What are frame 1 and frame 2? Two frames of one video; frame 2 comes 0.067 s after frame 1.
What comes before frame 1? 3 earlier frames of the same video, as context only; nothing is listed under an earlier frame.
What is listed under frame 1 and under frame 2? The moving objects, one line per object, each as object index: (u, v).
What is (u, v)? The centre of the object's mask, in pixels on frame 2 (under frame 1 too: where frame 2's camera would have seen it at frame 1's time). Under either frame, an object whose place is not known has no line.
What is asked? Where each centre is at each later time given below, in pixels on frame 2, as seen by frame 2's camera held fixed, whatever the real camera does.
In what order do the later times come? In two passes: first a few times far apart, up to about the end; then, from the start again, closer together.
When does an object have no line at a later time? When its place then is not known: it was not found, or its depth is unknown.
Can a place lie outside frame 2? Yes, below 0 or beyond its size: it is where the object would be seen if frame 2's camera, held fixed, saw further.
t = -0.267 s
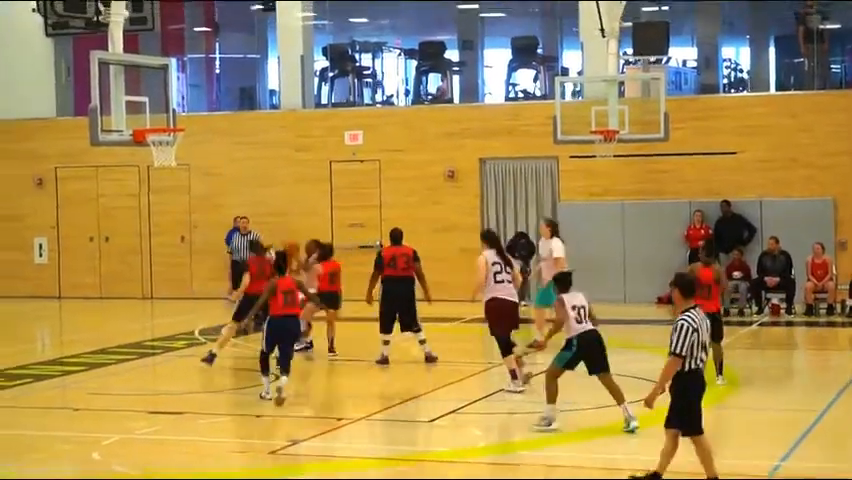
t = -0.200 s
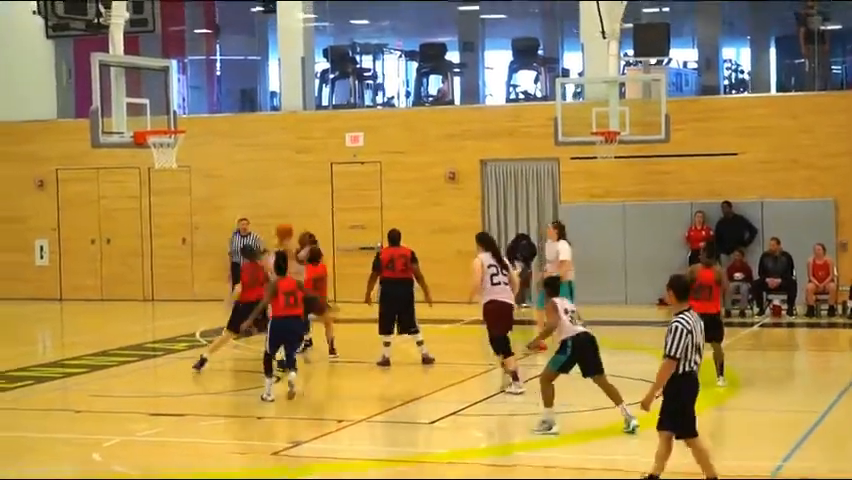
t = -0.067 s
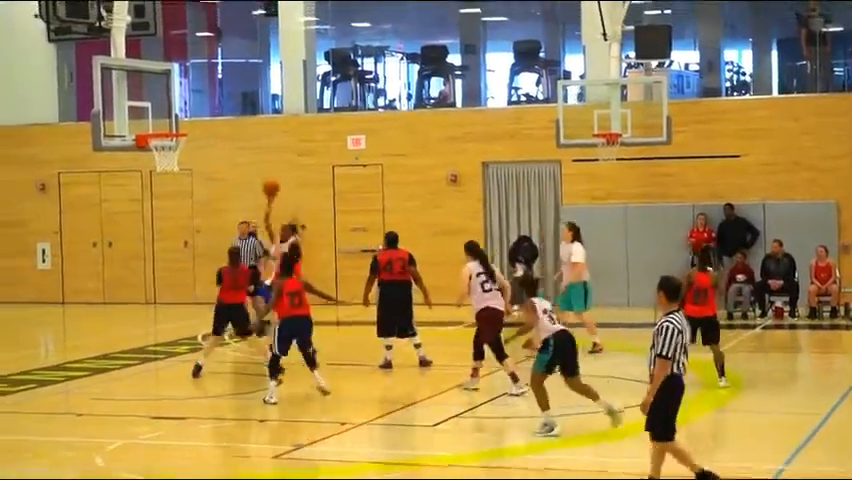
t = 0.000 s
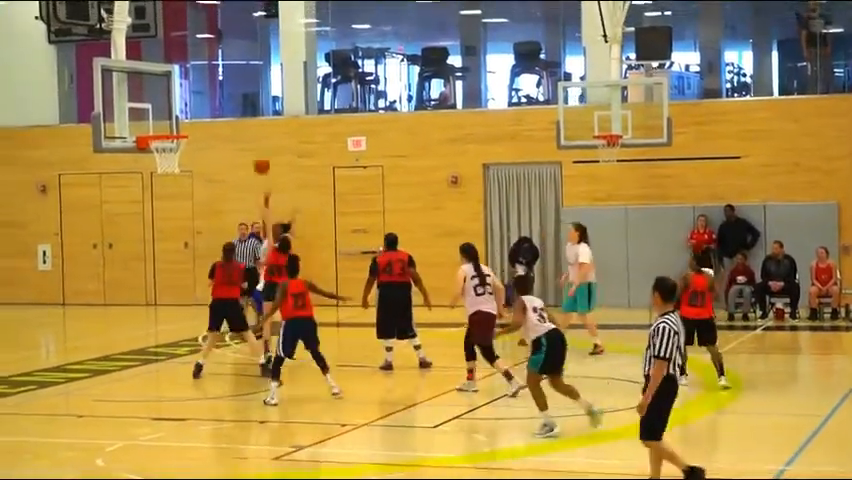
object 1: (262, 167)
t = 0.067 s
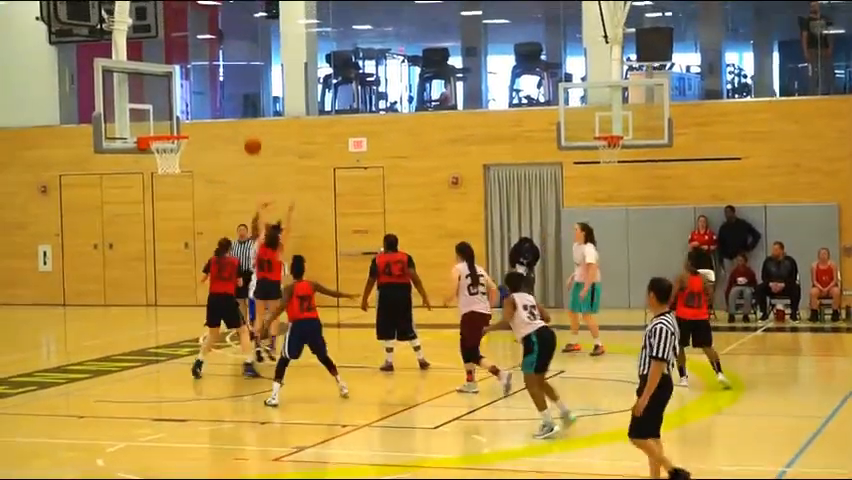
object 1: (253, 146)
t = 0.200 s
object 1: (232, 114)
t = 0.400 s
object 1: (202, 88)
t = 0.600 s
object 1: (172, 92)
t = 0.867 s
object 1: (130, 151)
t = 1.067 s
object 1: (98, 239)
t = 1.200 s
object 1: (76, 317)
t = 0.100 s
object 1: (247, 137)
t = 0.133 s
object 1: (242, 129)
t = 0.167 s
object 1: (238, 121)
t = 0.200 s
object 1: (232, 114)
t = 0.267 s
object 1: (222, 101)
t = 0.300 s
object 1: (218, 99)
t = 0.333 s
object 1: (213, 94)
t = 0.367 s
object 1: (208, 91)
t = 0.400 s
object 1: (202, 88)
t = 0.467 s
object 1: (191, 86)
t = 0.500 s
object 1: (187, 87)
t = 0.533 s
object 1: (182, 88)
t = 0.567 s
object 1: (177, 91)
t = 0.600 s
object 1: (172, 92)
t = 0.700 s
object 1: (156, 107)
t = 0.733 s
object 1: (152, 114)
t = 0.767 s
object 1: (145, 121)
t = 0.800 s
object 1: (141, 130)
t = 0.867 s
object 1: (130, 151)
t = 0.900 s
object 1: (124, 163)
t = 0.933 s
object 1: (119, 176)
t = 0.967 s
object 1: (114, 190)
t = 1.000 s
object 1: (109, 205)
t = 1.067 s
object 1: (98, 239)
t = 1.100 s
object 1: (93, 254)
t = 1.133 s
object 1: (88, 274)
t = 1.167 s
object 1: (81, 295)
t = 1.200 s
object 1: (76, 317)
